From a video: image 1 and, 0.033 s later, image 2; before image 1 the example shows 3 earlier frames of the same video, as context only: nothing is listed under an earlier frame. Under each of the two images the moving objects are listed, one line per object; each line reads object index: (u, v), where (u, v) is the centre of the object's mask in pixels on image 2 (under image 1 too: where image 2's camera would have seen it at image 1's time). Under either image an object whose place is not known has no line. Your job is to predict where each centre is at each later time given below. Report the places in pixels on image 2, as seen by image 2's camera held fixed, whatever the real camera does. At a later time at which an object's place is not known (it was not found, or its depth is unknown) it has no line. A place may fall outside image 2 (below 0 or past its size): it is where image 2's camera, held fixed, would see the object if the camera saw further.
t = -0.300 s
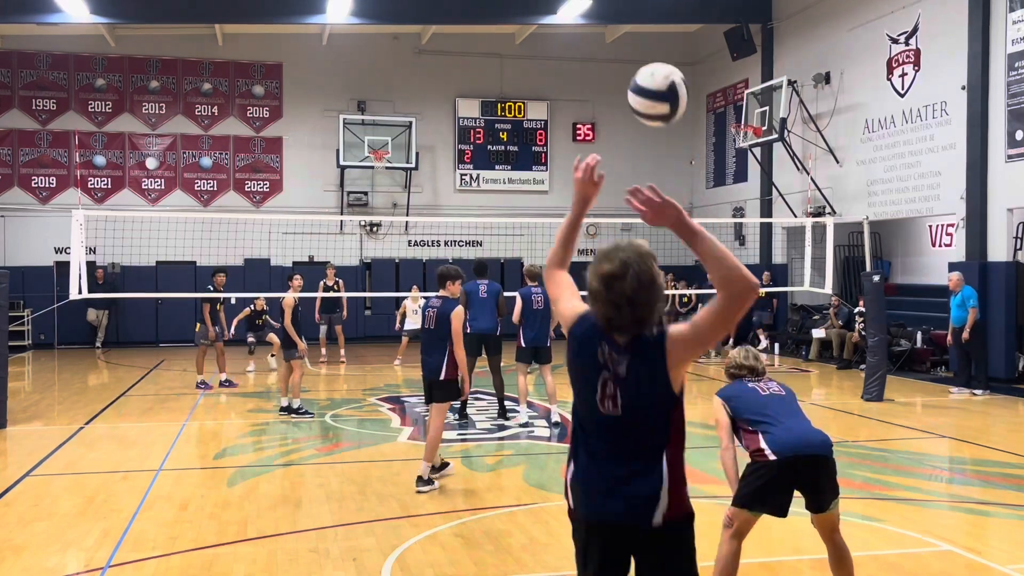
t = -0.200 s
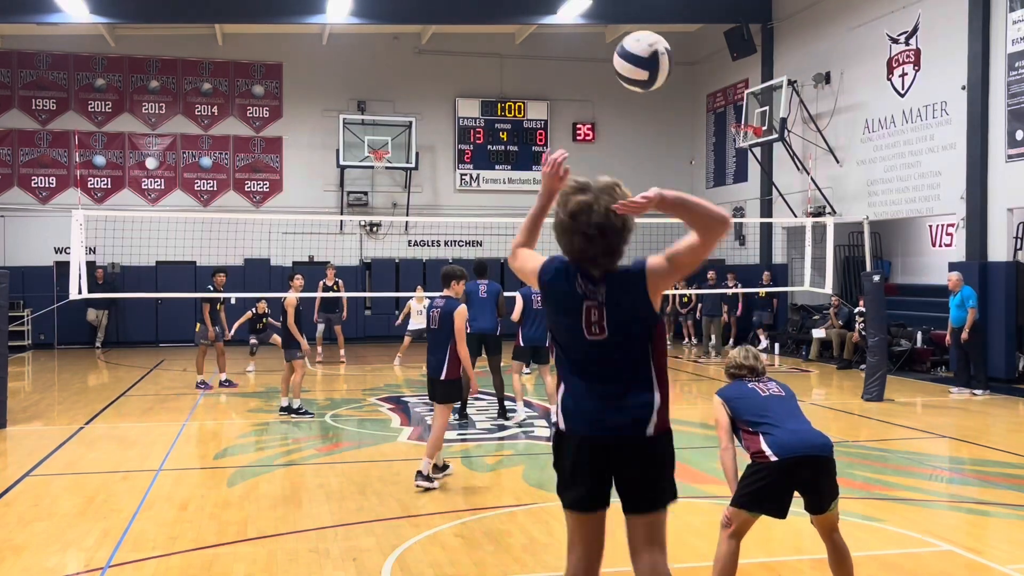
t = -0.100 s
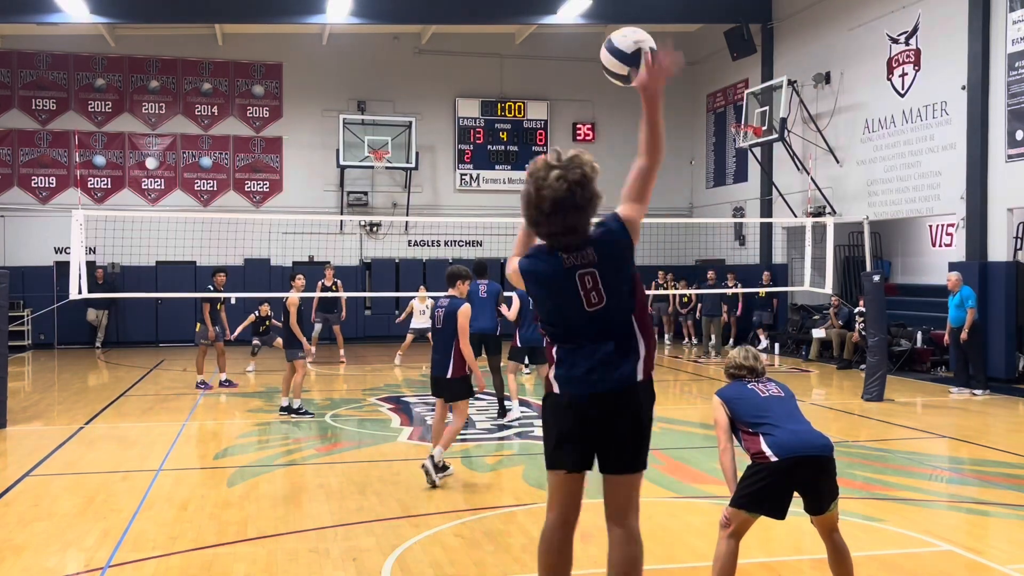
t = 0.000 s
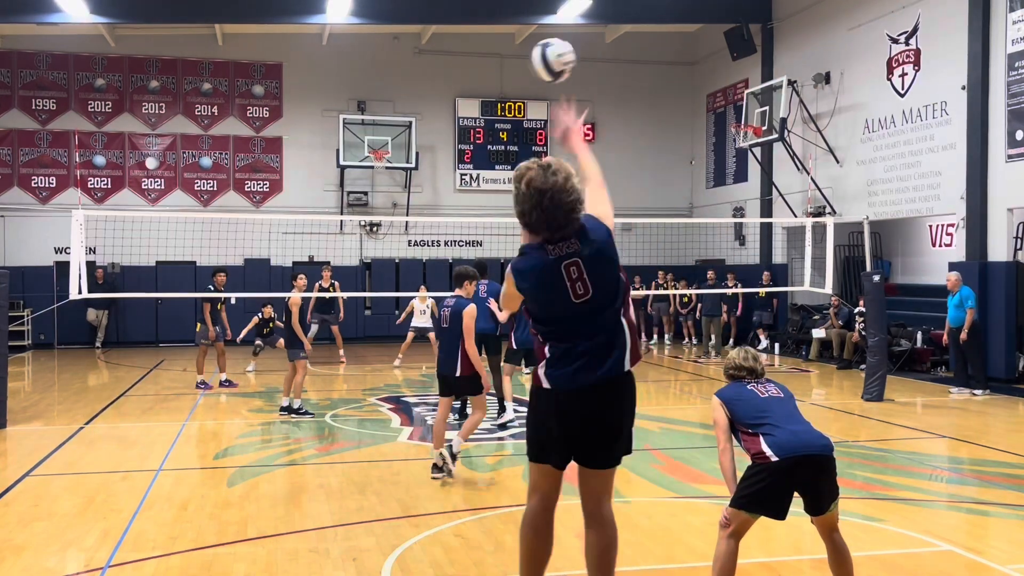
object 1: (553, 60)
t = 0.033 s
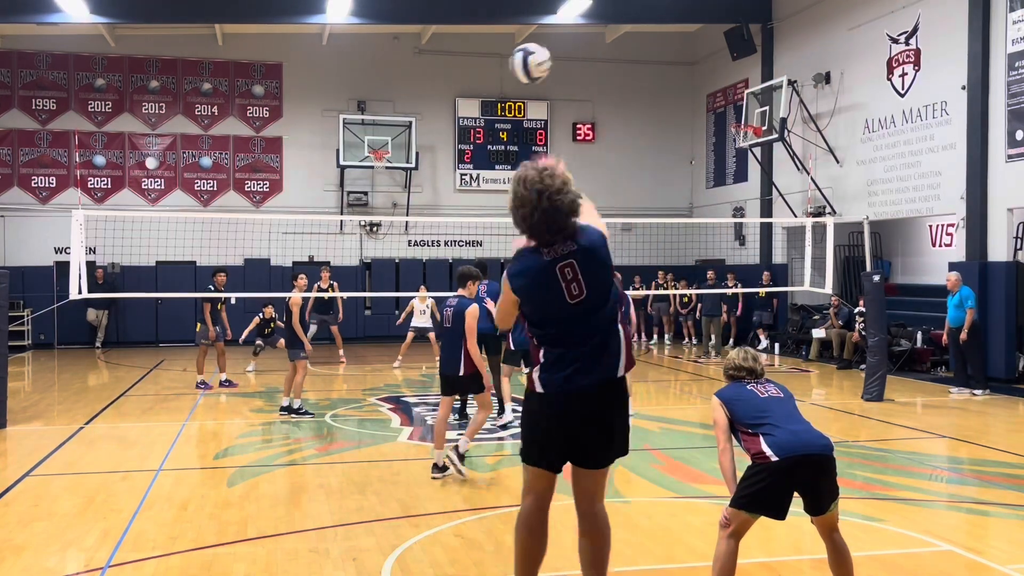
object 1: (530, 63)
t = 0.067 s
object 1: (512, 67)
